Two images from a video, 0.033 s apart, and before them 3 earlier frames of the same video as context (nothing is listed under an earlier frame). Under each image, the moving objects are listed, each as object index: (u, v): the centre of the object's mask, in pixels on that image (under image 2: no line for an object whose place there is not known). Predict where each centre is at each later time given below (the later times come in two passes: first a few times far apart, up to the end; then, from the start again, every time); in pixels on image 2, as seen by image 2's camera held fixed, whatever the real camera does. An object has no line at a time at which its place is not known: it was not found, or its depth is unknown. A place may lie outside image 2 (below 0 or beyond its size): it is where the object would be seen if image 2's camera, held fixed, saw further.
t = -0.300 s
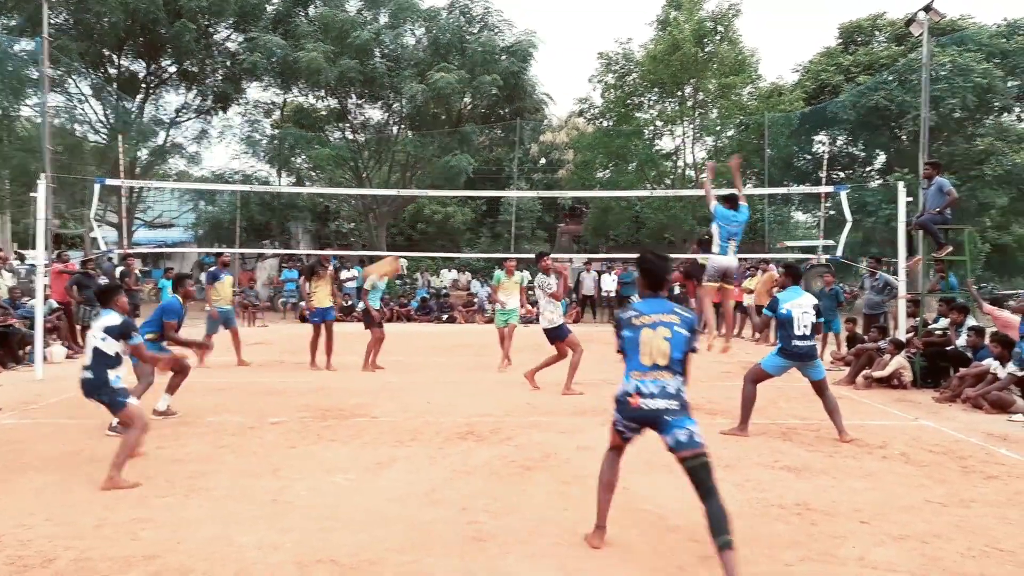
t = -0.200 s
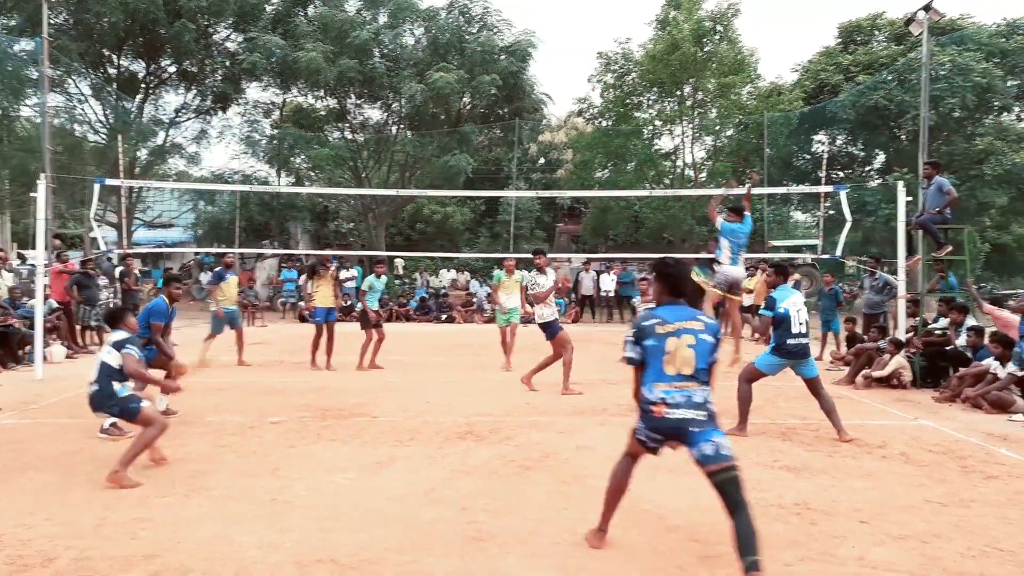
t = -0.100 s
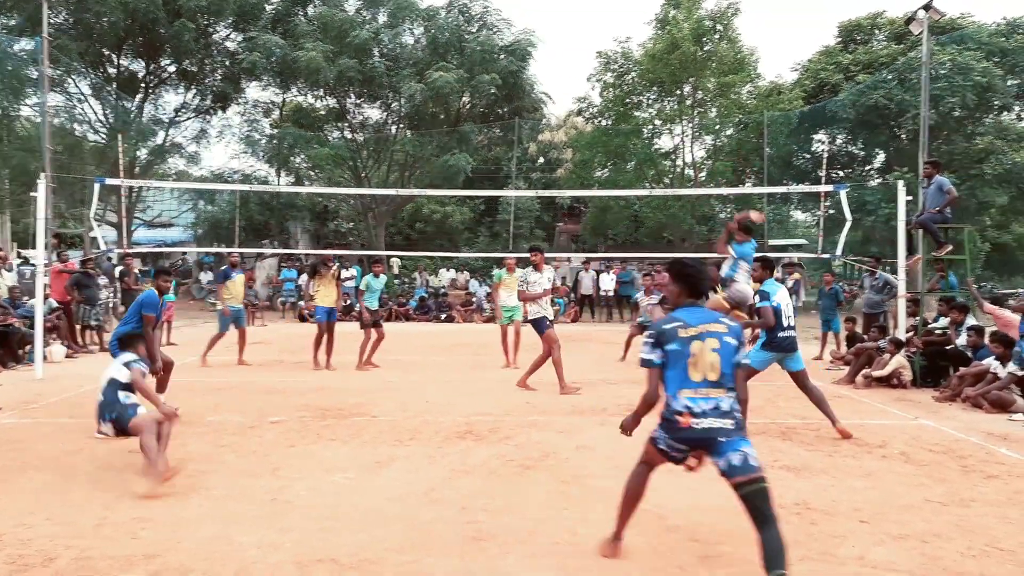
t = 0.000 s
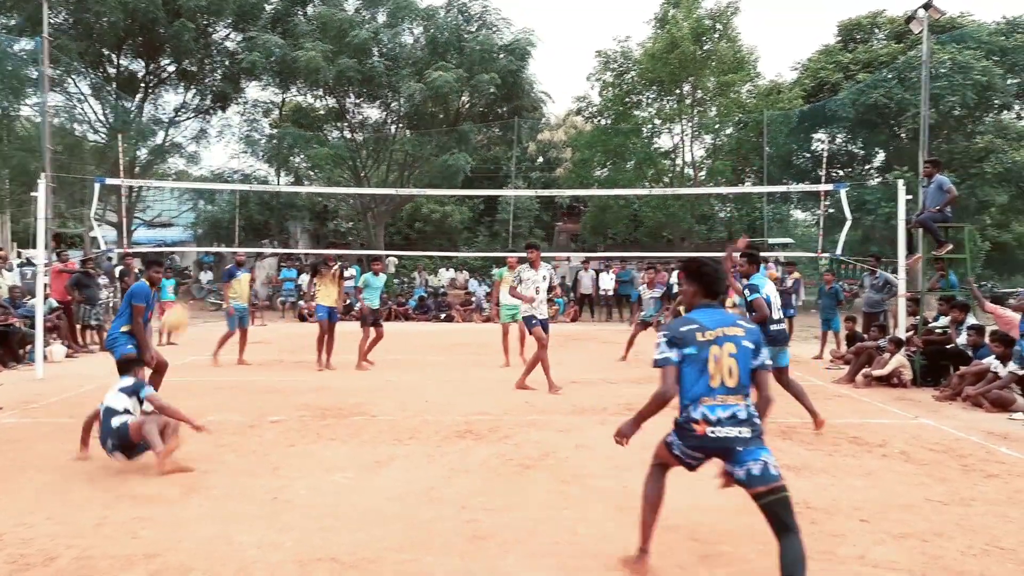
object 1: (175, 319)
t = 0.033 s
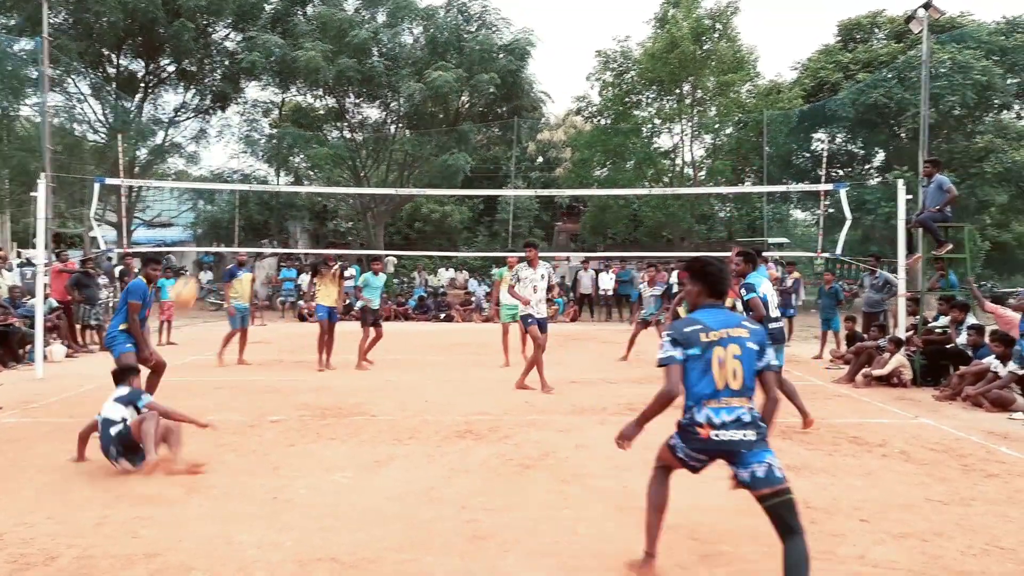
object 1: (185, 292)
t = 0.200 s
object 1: (224, 181)
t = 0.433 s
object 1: (278, 79)
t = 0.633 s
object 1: (319, 47)
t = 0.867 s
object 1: (366, 67)
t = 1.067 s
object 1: (404, 130)
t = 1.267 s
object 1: (437, 234)
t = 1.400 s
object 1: (456, 321)
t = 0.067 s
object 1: (192, 267)
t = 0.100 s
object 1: (202, 242)
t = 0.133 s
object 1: (208, 221)
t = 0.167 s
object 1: (216, 201)
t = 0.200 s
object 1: (224, 181)
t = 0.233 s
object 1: (232, 163)
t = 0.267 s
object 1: (242, 143)
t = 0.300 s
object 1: (249, 129)
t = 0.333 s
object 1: (255, 115)
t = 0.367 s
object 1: (263, 102)
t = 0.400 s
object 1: (271, 90)
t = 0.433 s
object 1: (278, 79)
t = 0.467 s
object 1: (284, 72)
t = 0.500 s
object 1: (291, 64)
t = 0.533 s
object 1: (298, 58)
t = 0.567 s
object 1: (304, 53)
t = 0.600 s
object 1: (311, 49)
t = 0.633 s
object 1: (319, 47)
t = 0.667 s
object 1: (326, 46)
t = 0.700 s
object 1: (333, 46)
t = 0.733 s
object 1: (340, 48)
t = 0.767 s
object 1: (346, 51)
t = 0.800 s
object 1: (353, 55)
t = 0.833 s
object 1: (360, 60)
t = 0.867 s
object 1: (366, 67)
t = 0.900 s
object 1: (372, 74)
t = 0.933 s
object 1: (378, 83)
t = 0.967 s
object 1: (385, 93)
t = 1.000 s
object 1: (391, 104)
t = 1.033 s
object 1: (398, 117)
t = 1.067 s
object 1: (404, 130)
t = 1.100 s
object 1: (410, 145)
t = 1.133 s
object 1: (415, 161)
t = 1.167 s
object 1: (421, 176)
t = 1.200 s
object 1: (426, 195)
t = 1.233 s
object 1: (432, 214)
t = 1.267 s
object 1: (437, 234)
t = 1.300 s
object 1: (441, 253)
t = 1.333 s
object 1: (447, 275)
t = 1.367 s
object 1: (452, 298)
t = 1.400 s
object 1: (456, 321)
